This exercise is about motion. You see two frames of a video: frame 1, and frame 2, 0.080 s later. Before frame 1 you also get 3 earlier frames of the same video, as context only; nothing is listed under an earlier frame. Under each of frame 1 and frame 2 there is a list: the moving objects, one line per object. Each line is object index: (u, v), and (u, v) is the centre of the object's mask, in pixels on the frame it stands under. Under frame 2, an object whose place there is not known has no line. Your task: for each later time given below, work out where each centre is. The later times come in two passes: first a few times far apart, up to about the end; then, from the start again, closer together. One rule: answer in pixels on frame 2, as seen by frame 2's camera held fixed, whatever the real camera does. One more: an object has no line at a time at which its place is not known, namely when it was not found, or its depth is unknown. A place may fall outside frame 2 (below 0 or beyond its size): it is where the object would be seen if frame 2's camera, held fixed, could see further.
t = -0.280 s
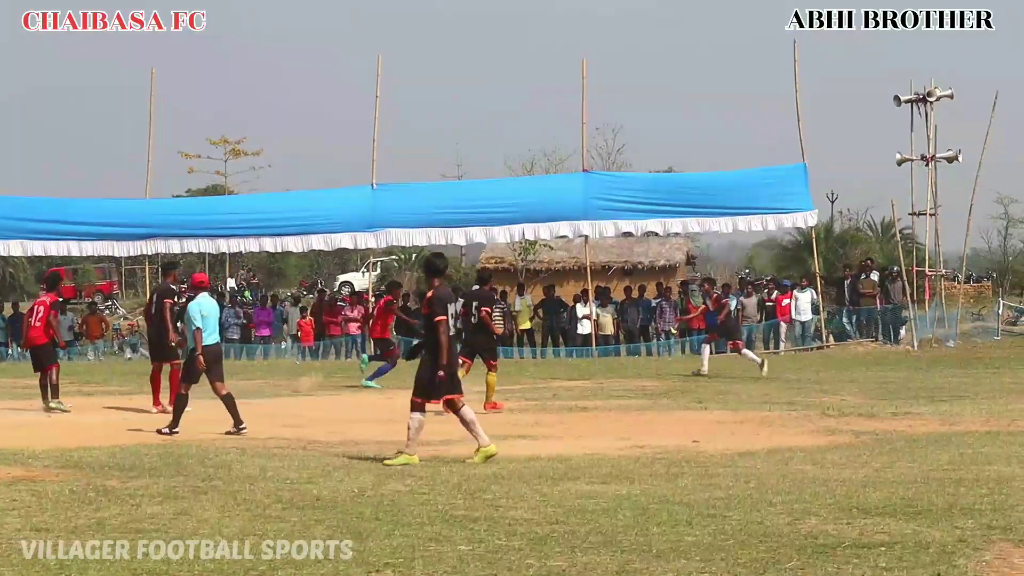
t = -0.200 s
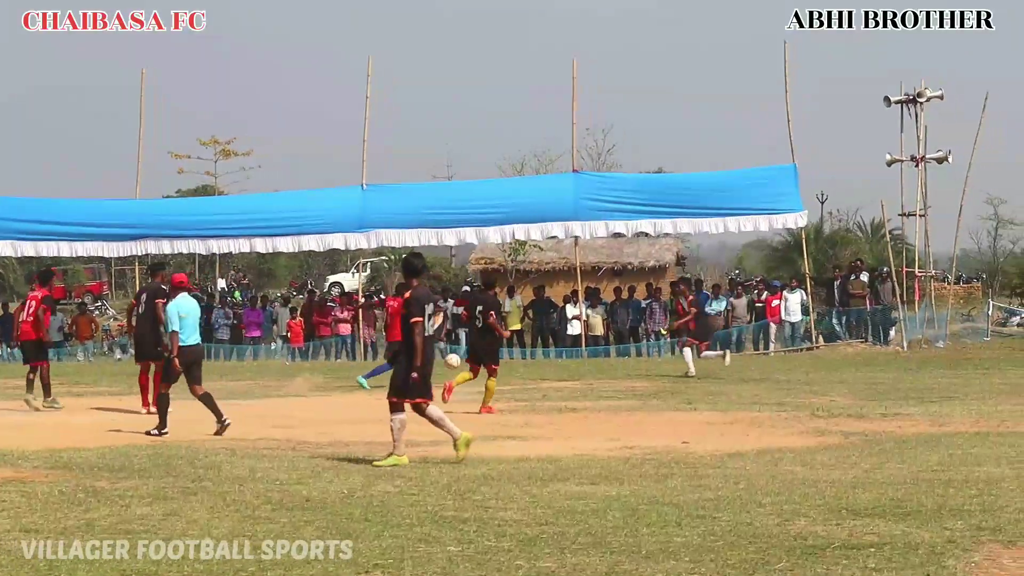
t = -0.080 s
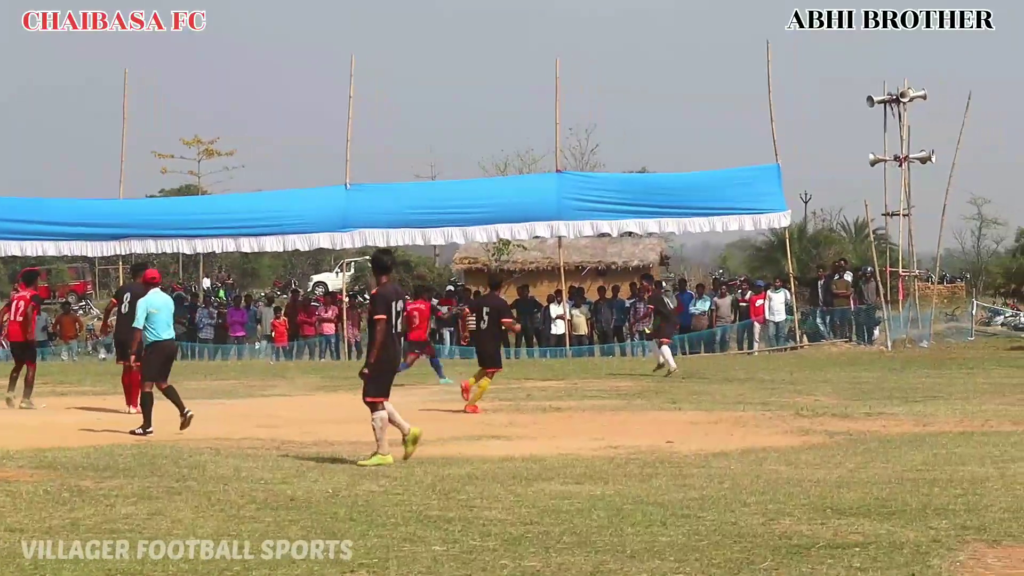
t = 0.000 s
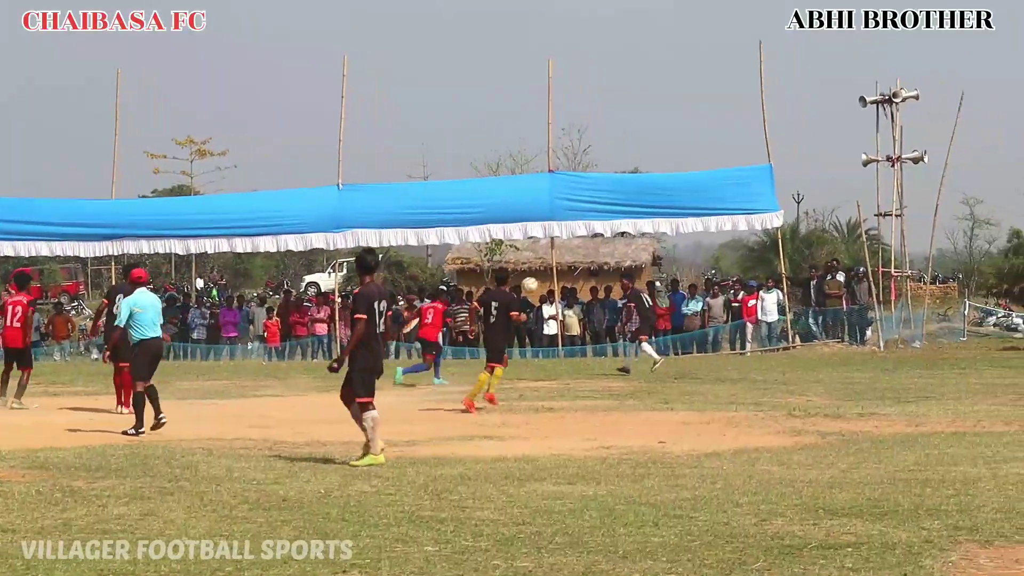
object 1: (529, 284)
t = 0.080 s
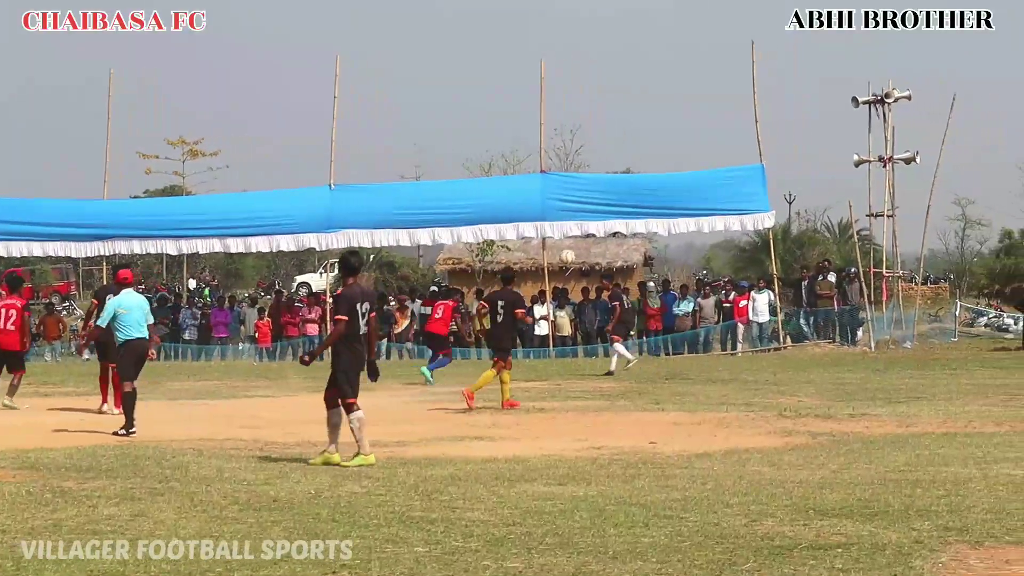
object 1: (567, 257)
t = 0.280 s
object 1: (680, 208)
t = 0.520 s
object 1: (816, 185)
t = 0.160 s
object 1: (613, 234)
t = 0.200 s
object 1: (635, 225)
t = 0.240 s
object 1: (659, 215)
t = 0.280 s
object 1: (680, 208)
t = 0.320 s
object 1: (703, 201)
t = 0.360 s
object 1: (726, 196)
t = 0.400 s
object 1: (748, 192)
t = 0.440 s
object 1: (771, 188)
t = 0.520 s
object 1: (816, 185)
